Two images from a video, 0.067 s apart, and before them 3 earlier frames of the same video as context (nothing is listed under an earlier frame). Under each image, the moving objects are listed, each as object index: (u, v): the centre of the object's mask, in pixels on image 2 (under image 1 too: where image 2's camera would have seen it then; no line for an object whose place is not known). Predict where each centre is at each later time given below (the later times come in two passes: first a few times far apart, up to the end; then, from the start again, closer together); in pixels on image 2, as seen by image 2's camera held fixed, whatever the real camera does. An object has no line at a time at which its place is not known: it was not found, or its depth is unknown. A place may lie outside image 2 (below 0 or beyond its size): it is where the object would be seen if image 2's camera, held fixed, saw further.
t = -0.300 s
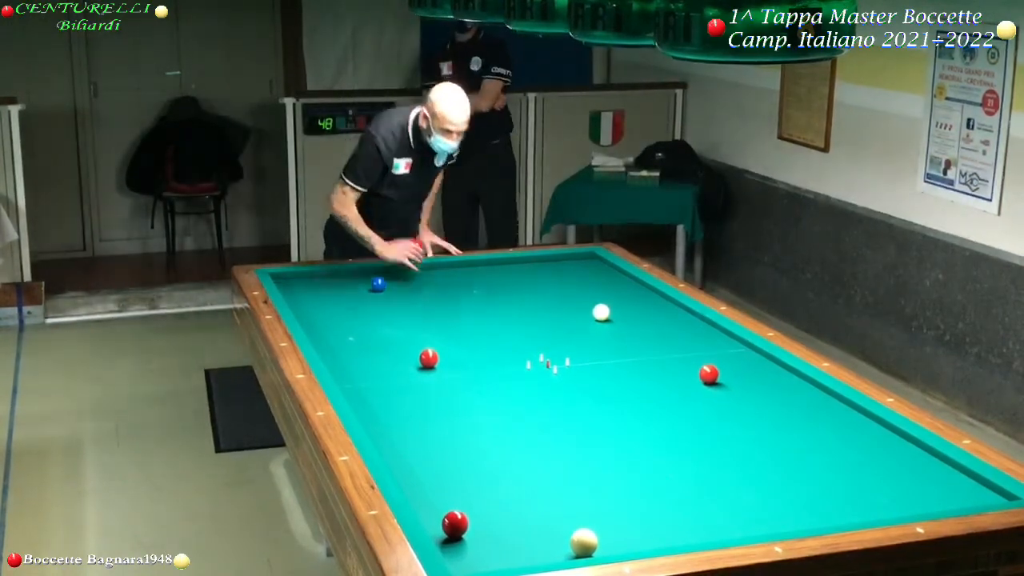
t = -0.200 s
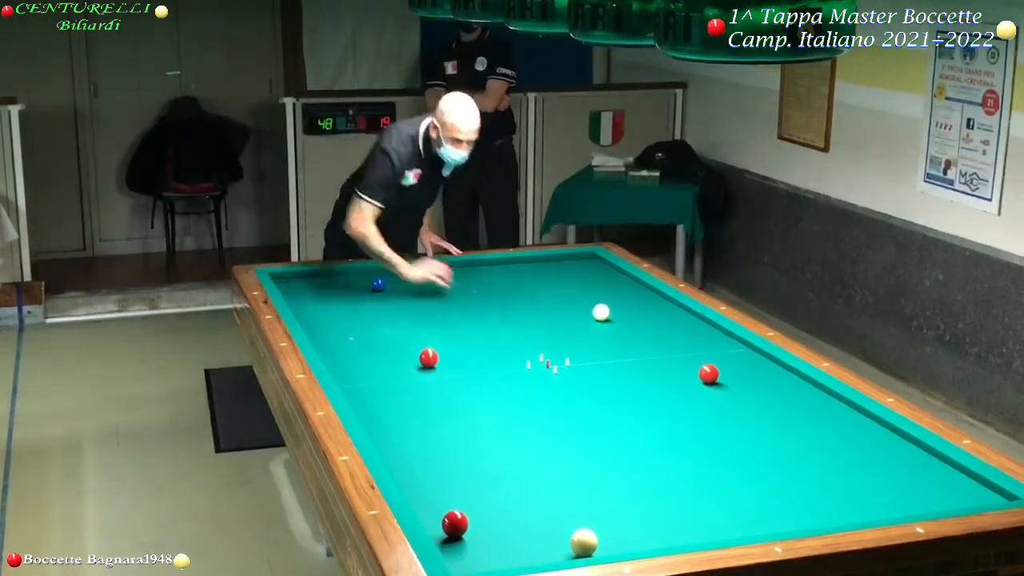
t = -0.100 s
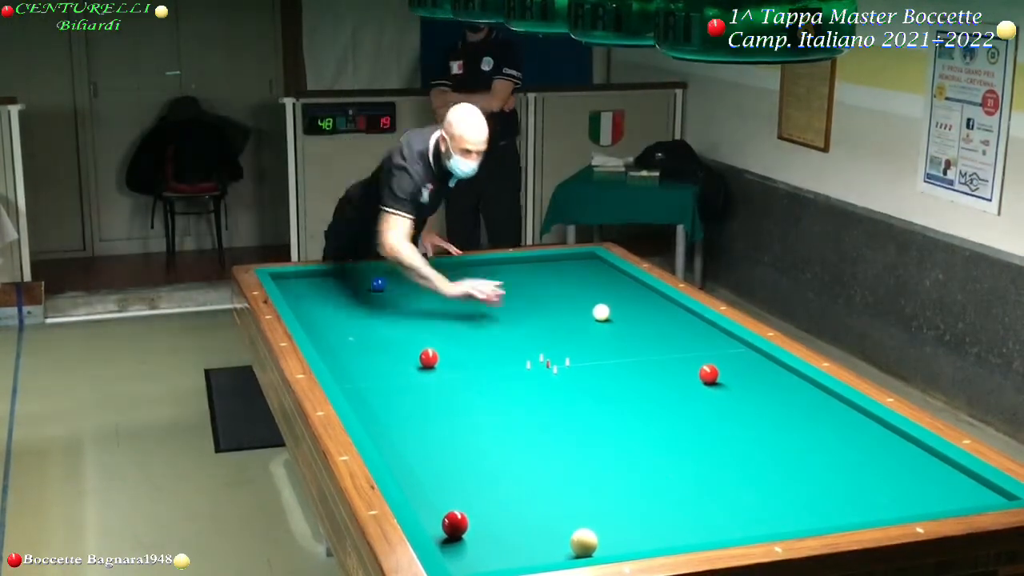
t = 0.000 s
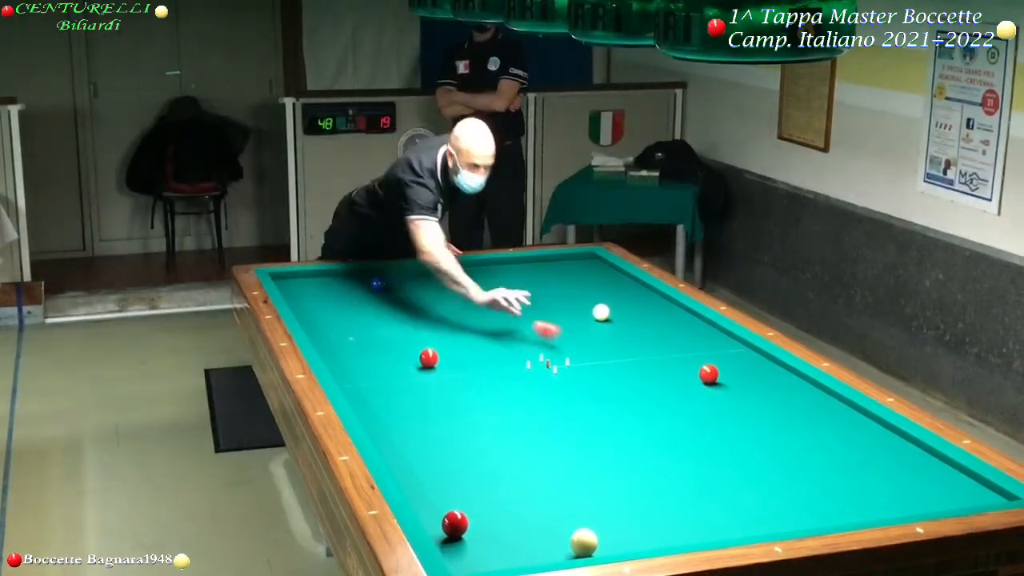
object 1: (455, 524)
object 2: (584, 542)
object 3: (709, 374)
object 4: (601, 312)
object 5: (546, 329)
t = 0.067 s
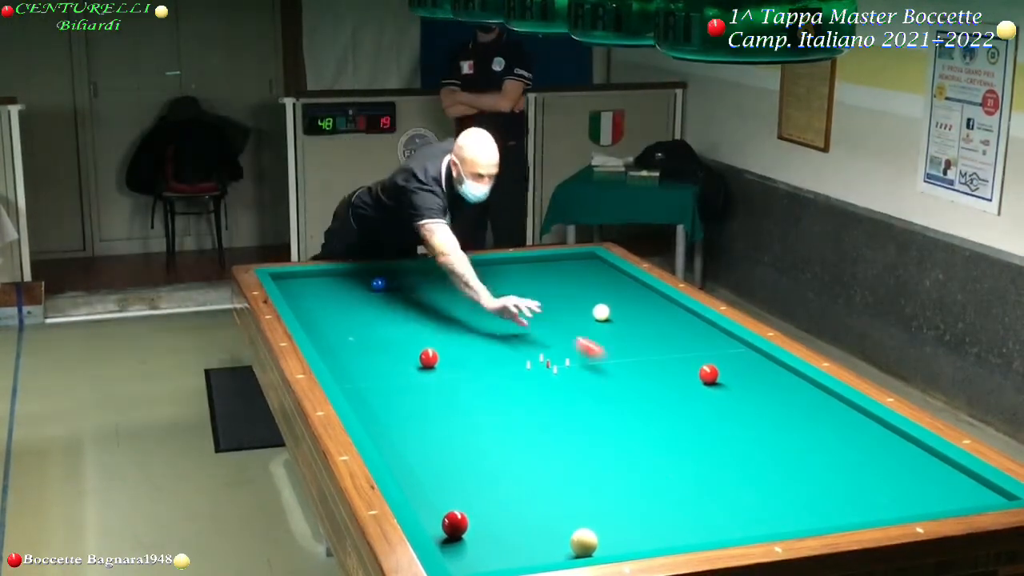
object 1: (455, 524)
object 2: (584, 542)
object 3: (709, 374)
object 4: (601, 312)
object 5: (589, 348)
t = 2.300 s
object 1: (455, 524)
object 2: (584, 542)
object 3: (708, 374)
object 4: (601, 312)
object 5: (617, 310)
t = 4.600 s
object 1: (455, 524)
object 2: (584, 542)
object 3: (863, 435)
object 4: (520, 320)
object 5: (622, 477)
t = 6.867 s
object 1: (451, 523)
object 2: (475, 531)
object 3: (874, 506)
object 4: (493, 321)
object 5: (561, 553)
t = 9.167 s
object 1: (432, 509)
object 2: (470, 529)
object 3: (789, 482)
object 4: (494, 321)
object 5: (554, 552)
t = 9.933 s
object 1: (431, 509)
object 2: (470, 529)
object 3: (777, 479)
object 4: (494, 321)
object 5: (553, 551)
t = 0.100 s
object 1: (455, 524)
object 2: (584, 542)
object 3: (709, 374)
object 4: (601, 312)
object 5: (611, 364)
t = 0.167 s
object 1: (455, 524)
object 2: (584, 542)
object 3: (709, 374)
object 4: (601, 312)
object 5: (661, 386)
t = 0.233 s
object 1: (455, 524)
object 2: (584, 542)
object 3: (709, 374)
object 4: (601, 312)
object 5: (715, 416)
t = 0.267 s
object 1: (455, 524)
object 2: (584, 542)
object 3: (709, 374)
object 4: (601, 312)
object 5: (745, 430)
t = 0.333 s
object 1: (455, 524)
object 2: (584, 542)
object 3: (709, 374)
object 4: (601, 312)
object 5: (809, 462)
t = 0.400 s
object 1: (455, 524)
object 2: (584, 542)
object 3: (709, 374)
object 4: (601, 312)
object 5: (879, 496)
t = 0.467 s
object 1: (455, 524)
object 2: (584, 542)
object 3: (709, 374)
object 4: (601, 312)
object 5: (890, 492)
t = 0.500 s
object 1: (455, 524)
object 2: (584, 542)
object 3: (709, 374)
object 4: (601, 312)
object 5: (873, 478)
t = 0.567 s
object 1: (455, 524)
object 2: (584, 542)
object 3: (708, 374)
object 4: (601, 312)
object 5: (842, 450)
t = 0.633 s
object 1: (455, 524)
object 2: (584, 542)
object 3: (708, 374)
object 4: (601, 312)
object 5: (814, 426)
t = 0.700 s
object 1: (454, 524)
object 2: (584, 542)
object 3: (708, 374)
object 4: (601, 312)
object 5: (789, 405)
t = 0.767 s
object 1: (455, 524)
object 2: (584, 542)
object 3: (709, 374)
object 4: (601, 312)
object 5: (767, 386)
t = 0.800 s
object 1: (455, 524)
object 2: (584, 542)
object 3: (708, 374)
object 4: (601, 312)
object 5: (758, 377)
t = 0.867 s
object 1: (455, 524)
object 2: (584, 542)
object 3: (708, 374)
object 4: (601, 312)
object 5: (740, 361)
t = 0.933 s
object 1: (455, 524)
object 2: (584, 542)
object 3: (708, 374)
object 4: (601, 312)
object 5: (724, 347)
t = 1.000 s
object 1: (455, 524)
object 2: (584, 542)
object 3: (708, 374)
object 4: (601, 312)
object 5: (708, 334)
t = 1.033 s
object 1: (455, 524)
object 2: (584, 542)
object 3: (708, 374)
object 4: (601, 312)
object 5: (702, 328)
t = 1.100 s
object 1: (455, 524)
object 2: (584, 542)
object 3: (708, 374)
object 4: (601, 312)
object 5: (690, 318)
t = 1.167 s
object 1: (455, 524)
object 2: (584, 542)
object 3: (708, 374)
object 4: (601, 312)
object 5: (678, 307)
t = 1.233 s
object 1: (455, 524)
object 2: (584, 542)
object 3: (708, 374)
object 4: (601, 312)
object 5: (663, 298)
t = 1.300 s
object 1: (455, 524)
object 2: (584, 542)
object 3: (708, 374)
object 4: (601, 312)
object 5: (646, 290)
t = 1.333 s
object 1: (455, 524)
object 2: (584, 542)
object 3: (708, 374)
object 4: (601, 312)
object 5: (638, 286)
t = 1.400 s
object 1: (455, 524)
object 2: (584, 542)
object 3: (708, 374)
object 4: (601, 312)
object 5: (623, 278)
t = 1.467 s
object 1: (455, 524)
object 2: (584, 542)
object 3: (708, 374)
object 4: (601, 312)
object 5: (608, 271)
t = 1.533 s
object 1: (455, 524)
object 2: (584, 542)
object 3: (708, 374)
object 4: (601, 312)
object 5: (595, 264)
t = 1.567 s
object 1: (455, 524)
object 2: (584, 542)
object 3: (708, 374)
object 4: (601, 312)
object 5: (587, 260)
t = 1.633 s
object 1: (455, 524)
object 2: (584, 542)
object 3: (708, 374)
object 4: (601, 312)
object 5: (577, 256)
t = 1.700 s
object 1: (455, 524)
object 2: (584, 542)
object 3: (708, 374)
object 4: (601, 312)
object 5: (582, 261)
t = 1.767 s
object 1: (455, 524)
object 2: (584, 542)
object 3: (709, 374)
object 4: (601, 312)
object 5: (587, 267)
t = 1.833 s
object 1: (455, 524)
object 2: (584, 542)
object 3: (708, 374)
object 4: (601, 312)
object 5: (592, 273)
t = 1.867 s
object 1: (455, 524)
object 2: (584, 542)
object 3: (708, 374)
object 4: (601, 312)
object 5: (594, 276)
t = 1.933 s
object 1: (455, 524)
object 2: (584, 542)
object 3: (708, 374)
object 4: (601, 312)
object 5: (599, 282)
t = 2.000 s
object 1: (455, 524)
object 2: (584, 542)
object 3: (708, 374)
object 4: (601, 312)
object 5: (603, 287)
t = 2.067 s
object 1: (455, 524)
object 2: (584, 542)
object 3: (709, 374)
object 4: (601, 312)
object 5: (607, 293)
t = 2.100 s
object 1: (455, 524)
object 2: (584, 542)
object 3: (709, 374)
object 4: (601, 312)
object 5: (608, 295)
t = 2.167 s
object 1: (455, 524)
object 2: (584, 542)
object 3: (709, 374)
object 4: (601, 312)
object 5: (612, 300)
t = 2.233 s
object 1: (455, 524)
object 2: (584, 542)
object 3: (709, 374)
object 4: (601, 312)
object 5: (614, 305)
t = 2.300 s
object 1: (455, 524)
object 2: (584, 542)
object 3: (708, 374)
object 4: (601, 312)
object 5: (617, 310)
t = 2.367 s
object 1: (455, 524)
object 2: (584, 542)
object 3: (708, 374)
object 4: (598, 312)
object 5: (622, 315)
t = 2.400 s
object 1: (455, 524)
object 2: (584, 542)
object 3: (708, 374)
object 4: (596, 313)
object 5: (626, 317)
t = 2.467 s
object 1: (455, 524)
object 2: (584, 542)
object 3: (709, 374)
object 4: (593, 313)
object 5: (632, 322)
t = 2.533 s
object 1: (455, 524)
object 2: (584, 542)
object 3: (709, 374)
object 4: (590, 313)
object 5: (638, 327)
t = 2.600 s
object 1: (455, 524)
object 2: (584, 542)
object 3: (709, 374)
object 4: (587, 314)
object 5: (644, 333)
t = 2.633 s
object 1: (455, 524)
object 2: (584, 542)
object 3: (709, 374)
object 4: (586, 314)
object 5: (648, 335)
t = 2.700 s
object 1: (455, 524)
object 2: (584, 542)
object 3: (708, 374)
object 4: (583, 314)
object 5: (654, 341)
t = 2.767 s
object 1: (455, 524)
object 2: (584, 542)
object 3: (708, 374)
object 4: (580, 314)
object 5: (662, 346)
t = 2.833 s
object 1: (455, 524)
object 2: (584, 542)
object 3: (709, 374)
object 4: (578, 314)
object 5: (668, 352)
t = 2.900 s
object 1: (455, 524)
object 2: (584, 542)
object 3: (708, 374)
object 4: (575, 314)
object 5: (676, 357)
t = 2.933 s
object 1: (455, 524)
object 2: (584, 542)
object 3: (708, 374)
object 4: (573, 315)
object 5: (679, 360)
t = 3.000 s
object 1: (455, 524)
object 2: (584, 542)
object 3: (709, 374)
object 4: (571, 315)
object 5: (686, 366)
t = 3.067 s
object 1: (455, 524)
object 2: (584, 542)
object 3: (714, 375)
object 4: (568, 316)
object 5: (689, 371)
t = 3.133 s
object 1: (455, 524)
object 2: (584, 542)
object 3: (727, 378)
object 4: (566, 316)
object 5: (684, 375)
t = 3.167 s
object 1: (455, 524)
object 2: (584, 542)
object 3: (732, 379)
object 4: (565, 316)
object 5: (682, 377)
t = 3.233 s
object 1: (455, 524)
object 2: (584, 542)
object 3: (743, 382)
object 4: (562, 316)
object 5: (680, 381)
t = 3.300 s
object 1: (455, 524)
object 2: (584, 542)
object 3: (753, 384)
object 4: (560, 317)
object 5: (678, 385)
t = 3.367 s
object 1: (455, 524)
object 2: (584, 542)
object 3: (763, 386)
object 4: (557, 317)
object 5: (675, 389)
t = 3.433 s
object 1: (455, 524)
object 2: (584, 542)
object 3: (773, 389)
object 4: (555, 317)
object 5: (673, 393)
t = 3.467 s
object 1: (455, 524)
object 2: (584, 542)
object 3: (778, 390)
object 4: (554, 317)
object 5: (672, 395)
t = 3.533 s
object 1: (455, 524)
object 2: (584, 542)
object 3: (788, 393)
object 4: (552, 317)
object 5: (669, 399)
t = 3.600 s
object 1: (455, 524)
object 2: (584, 542)
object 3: (798, 395)
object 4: (550, 317)
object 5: (666, 403)
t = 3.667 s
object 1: (455, 524)
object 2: (584, 542)
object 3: (808, 397)
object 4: (547, 318)
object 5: (664, 408)
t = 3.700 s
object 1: (455, 524)
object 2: (584, 542)
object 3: (813, 398)
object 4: (546, 318)
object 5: (662, 410)
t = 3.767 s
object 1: (455, 524)
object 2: (584, 542)
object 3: (824, 400)
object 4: (544, 318)
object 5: (659, 415)
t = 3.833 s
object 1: (455, 524)
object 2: (584, 542)
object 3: (834, 403)
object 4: (542, 318)
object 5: (657, 419)
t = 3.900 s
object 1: (455, 524)
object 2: (584, 542)
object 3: (844, 405)
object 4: (540, 318)
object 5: (654, 424)
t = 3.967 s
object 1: (455, 524)
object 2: (584, 542)
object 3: (848, 408)
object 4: (537, 319)
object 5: (651, 429)
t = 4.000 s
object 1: (455, 524)
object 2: (584, 542)
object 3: (849, 409)
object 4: (537, 319)
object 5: (650, 431)
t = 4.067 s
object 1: (455, 523)
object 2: (584, 542)
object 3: (850, 412)
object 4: (534, 319)
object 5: (647, 436)
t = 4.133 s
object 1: (455, 524)
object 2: (584, 542)
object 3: (852, 415)
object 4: (533, 319)
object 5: (644, 441)
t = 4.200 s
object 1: (455, 524)
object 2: (584, 542)
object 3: (853, 417)
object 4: (531, 319)
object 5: (641, 446)
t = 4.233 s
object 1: (455, 524)
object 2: (584, 542)
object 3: (854, 419)
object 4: (530, 319)
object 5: (639, 449)
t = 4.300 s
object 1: (455, 524)
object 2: (584, 542)
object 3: (856, 422)
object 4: (528, 319)
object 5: (636, 453)
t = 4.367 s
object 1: (455, 524)
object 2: (584, 542)
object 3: (857, 425)
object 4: (526, 319)
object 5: (633, 458)
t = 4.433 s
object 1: (455, 524)
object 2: (584, 542)
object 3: (859, 428)
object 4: (524, 320)
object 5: (630, 464)
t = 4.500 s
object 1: (455, 524)
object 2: (584, 542)
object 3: (860, 430)
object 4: (523, 320)
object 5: (627, 469)
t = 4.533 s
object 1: (455, 524)
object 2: (584, 542)
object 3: (861, 432)
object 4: (522, 320)
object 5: (625, 472)
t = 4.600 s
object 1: (455, 524)
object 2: (584, 542)
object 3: (863, 435)
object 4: (520, 320)
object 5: (622, 477)
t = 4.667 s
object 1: (455, 524)
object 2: (584, 542)
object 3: (864, 438)
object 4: (518, 320)
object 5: (618, 483)
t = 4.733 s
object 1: (455, 524)
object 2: (584, 542)
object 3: (866, 441)
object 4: (517, 320)
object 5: (615, 488)
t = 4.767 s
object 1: (455, 524)
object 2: (584, 542)
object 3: (866, 442)
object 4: (516, 320)
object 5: (614, 491)
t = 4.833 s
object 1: (455, 524)
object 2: (584, 542)
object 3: (868, 445)
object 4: (514, 320)
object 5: (610, 497)
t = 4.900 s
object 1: (455, 524)
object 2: (584, 542)
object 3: (869, 448)
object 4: (513, 320)
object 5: (606, 503)
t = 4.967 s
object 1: (455, 524)
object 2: (584, 542)
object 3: (871, 451)
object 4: (512, 320)
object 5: (603, 509)
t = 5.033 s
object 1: (455, 524)
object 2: (584, 542)
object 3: (872, 453)
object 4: (510, 320)
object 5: (599, 515)
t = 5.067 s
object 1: (455, 524)
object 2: (584, 542)
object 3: (873, 455)
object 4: (510, 321)
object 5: (597, 518)
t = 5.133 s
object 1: (455, 524)
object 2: (584, 542)
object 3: (875, 458)
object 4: (508, 321)
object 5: (595, 522)
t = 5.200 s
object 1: (455, 524)
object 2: (584, 543)
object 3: (876, 461)
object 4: (507, 321)
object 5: (592, 525)
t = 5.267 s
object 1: (455, 524)
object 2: (581, 545)
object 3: (877, 464)
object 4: (506, 321)
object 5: (590, 528)
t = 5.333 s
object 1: (455, 524)
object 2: (578, 549)
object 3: (879, 467)
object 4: (505, 321)
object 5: (588, 531)
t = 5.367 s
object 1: (455, 524)
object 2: (577, 550)
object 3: (880, 468)
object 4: (504, 321)
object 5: (587, 532)
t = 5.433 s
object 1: (455, 524)
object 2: (573, 551)
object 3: (881, 471)
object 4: (503, 321)
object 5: (586, 534)
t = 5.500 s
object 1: (455, 524)
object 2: (567, 551)
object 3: (882, 474)
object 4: (502, 321)
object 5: (584, 536)
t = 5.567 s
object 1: (455, 524)
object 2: (561, 551)
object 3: (884, 477)
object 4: (501, 321)
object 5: (583, 539)
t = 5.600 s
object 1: (455, 524)
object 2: (558, 550)
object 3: (884, 479)
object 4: (501, 321)
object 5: (582, 540)
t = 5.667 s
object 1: (455, 524)
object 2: (553, 550)
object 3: (886, 481)
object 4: (499, 321)
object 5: (581, 541)
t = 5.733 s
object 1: (455, 524)
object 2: (548, 549)
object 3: (887, 484)
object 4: (499, 321)
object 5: (579, 542)
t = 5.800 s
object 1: (455, 524)
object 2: (542, 548)
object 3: (888, 487)
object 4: (498, 321)
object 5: (578, 544)
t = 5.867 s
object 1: (455, 524)
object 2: (537, 547)
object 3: (890, 490)
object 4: (498, 321)
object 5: (577, 545)
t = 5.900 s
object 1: (455, 524)
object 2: (535, 546)
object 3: (890, 492)
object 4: (497, 321)
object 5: (576, 545)
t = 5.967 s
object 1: (455, 524)
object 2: (530, 545)
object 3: (892, 495)
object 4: (496, 321)
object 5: (575, 546)
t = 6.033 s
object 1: (455, 524)
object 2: (525, 544)
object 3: (893, 498)
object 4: (496, 321)
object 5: (574, 548)
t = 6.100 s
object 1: (455, 524)
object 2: (520, 542)
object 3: (894, 501)
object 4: (495, 321)
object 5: (573, 548)
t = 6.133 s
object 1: (455, 524)
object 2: (518, 542)
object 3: (895, 502)
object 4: (495, 321)
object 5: (572, 549)
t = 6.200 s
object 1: (455, 524)
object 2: (513, 540)
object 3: (896, 504)
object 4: (495, 321)
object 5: (571, 550)
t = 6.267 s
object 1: (455, 524)
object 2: (509, 539)
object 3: (897, 506)
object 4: (494, 321)
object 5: (570, 550)
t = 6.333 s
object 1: (455, 524)
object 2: (504, 538)
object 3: (898, 508)
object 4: (494, 321)
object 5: (569, 551)
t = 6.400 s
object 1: (455, 524)
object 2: (500, 537)
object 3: (900, 509)
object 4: (494, 321)
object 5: (568, 551)
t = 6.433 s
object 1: (455, 524)
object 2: (497, 536)
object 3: (898, 509)
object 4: (494, 321)
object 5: (567, 552)
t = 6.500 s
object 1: (455, 524)
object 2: (493, 535)
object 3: (894, 509)
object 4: (493, 321)
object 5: (567, 552)
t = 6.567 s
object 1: (455, 524)
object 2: (489, 534)
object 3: (890, 508)
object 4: (493, 321)
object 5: (566, 553)
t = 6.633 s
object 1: (455, 524)
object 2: (485, 533)
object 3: (887, 508)
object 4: (493, 321)
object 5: (565, 553)
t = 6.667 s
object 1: (455, 524)
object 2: (483, 532)
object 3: (885, 508)
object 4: (493, 322)
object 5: (564, 553)
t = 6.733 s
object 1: (454, 524)
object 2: (479, 531)
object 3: (881, 507)
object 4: (493, 321)
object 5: (563, 553)
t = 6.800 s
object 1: (453, 523)
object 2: (476, 531)
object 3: (877, 507)
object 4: (493, 321)
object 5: (562, 553)
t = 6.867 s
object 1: (451, 523)
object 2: (475, 531)
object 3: (874, 506)
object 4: (493, 321)
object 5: (561, 553)
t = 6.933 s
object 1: (449, 522)
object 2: (474, 530)
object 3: (870, 505)
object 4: (493, 321)
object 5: (560, 553)
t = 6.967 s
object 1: (448, 522)
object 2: (474, 530)
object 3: (868, 505)
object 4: (493, 321)
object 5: (559, 553)
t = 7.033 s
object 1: (445, 521)
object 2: (473, 530)
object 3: (865, 504)
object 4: (493, 321)
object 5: (558, 553)
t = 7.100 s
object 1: (443, 521)
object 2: (472, 530)
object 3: (861, 503)
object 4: (494, 322)
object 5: (557, 552)
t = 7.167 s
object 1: (441, 519)
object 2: (472, 529)
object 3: (858, 502)
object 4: (493, 321)
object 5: (557, 552)
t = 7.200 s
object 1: (440, 519)
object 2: (472, 529)
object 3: (857, 501)
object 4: (494, 321)
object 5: (556, 552)
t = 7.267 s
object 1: (438, 519)
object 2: (471, 529)
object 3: (853, 501)
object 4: (494, 321)
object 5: (556, 552)
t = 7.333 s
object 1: (436, 518)
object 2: (470, 529)
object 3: (850, 500)
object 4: (494, 321)
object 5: (555, 552)
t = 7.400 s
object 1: (434, 518)
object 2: (470, 529)
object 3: (847, 498)
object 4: (494, 321)
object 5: (555, 552)
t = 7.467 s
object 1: (433, 518)
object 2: (470, 529)
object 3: (844, 498)
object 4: (494, 321)
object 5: (555, 552)
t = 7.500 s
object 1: (432, 518)
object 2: (469, 529)
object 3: (843, 497)
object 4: (494, 321)
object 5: (554, 552)
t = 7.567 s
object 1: (430, 517)
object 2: (469, 529)
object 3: (840, 496)
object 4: (494, 321)
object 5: (554, 552)
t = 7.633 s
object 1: (429, 516)
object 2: (469, 529)
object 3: (837, 495)
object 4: (494, 321)
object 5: (554, 552)
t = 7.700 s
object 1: (427, 516)
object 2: (469, 529)
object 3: (834, 495)
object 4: (494, 321)
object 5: (554, 552)
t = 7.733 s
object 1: (427, 516)
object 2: (469, 529)
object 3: (833, 495)
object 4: (494, 322)
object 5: (554, 552)
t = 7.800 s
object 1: (427, 515)
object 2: (469, 529)
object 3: (830, 494)
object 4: (494, 321)
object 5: (554, 552)
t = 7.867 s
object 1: (427, 514)
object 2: (470, 529)
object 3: (827, 493)
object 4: (494, 321)
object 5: (553, 551)
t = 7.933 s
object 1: (427, 514)
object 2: (470, 529)
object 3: (825, 492)
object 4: (494, 321)
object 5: (554, 552)
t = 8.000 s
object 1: (428, 514)
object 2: (470, 529)
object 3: (822, 492)
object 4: (494, 321)
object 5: (554, 552)
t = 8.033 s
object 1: (428, 514)
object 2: (470, 529)
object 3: (821, 491)
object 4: (494, 321)
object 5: (553, 552)
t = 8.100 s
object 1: (428, 513)
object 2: (470, 528)
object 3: (818, 490)
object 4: (494, 321)
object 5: (553, 551)
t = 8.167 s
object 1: (428, 513)
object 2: (470, 529)
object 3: (816, 490)
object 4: (494, 322)
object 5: (553, 552)
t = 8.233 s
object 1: (428, 513)
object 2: (470, 529)
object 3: (814, 489)
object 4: (494, 322)
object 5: (553, 552)
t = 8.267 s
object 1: (429, 512)
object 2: (470, 529)
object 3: (813, 489)
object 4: (494, 321)
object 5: (554, 552)
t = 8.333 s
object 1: (429, 512)
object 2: (470, 529)
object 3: (811, 489)
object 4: (494, 321)
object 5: (553, 552)
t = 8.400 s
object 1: (429, 512)
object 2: (470, 529)
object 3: (809, 488)
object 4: (494, 321)
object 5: (553, 552)
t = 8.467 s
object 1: (430, 511)
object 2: (470, 529)
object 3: (807, 487)
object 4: (494, 321)
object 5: (553, 552)
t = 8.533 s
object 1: (430, 510)
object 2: (470, 529)
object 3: (804, 486)
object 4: (494, 321)
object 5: (553, 551)
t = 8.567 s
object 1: (430, 511)
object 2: (470, 529)
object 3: (804, 486)
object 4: (494, 321)
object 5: (554, 552)
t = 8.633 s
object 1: (430, 511)
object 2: (470, 529)
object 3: (802, 486)
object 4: (494, 322)
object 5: (554, 552)
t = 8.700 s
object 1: (430, 510)
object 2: (470, 529)
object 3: (800, 485)
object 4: (494, 321)
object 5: (554, 552)
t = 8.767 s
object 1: (430, 510)
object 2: (470, 529)
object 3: (798, 485)
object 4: (494, 321)
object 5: (553, 551)
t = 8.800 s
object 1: (430, 510)
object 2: (470, 529)
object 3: (797, 484)
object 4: (494, 321)
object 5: (553, 551)
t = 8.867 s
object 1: (431, 510)
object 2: (470, 529)
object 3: (796, 484)
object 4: (494, 322)
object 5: (554, 552)
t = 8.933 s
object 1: (431, 510)
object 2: (470, 529)
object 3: (794, 483)
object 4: (494, 322)
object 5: (553, 551)
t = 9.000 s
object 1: (431, 510)
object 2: (470, 529)
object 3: (793, 483)
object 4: (494, 321)
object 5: (554, 552)
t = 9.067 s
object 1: (431, 510)
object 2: (470, 529)
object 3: (791, 483)
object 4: (494, 322)
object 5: (554, 552)
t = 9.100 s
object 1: (431, 510)
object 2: (470, 529)
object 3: (790, 483)
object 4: (494, 321)
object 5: (554, 552)
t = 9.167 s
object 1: (432, 509)
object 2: (470, 529)
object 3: (789, 482)
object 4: (494, 321)
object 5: (554, 552)
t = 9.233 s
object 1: (431, 509)
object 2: (470, 529)
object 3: (788, 482)
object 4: (494, 321)
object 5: (553, 551)
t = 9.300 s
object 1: (431, 509)
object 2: (470, 529)
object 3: (786, 482)
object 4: (494, 322)
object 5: (553, 552)
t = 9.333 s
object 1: (431, 510)
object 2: (470, 529)
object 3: (786, 481)
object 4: (494, 322)
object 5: (554, 552)
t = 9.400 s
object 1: (431, 509)
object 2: (470, 529)
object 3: (785, 481)
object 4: (494, 321)
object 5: (553, 552)
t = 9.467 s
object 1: (431, 509)
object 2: (470, 529)
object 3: (783, 481)
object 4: (494, 321)
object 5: (553, 552)
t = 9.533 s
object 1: (431, 509)
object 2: (470, 529)
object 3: (782, 481)
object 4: (494, 322)
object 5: (553, 552)
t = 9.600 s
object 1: (431, 509)
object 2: (470, 529)
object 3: (781, 480)
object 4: (494, 322)
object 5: (553, 552)
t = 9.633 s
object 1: (431, 509)
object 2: (470, 529)
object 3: (781, 480)
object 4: (494, 321)
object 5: (553, 551)
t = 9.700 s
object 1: (431, 509)
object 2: (470, 529)
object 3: (780, 480)
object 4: (494, 321)
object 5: (553, 551)
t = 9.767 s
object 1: (431, 509)
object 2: (470, 529)
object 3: (779, 479)
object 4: (494, 322)
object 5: (553, 552)
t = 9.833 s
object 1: (431, 509)
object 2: (470, 529)
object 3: (778, 479)
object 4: (494, 322)
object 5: (553, 552)
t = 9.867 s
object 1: (431, 509)
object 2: (470, 529)
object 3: (778, 479)
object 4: (494, 321)
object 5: (553, 552)
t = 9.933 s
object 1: (431, 509)
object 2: (470, 529)
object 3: (777, 479)
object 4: (494, 321)
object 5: (553, 551)
